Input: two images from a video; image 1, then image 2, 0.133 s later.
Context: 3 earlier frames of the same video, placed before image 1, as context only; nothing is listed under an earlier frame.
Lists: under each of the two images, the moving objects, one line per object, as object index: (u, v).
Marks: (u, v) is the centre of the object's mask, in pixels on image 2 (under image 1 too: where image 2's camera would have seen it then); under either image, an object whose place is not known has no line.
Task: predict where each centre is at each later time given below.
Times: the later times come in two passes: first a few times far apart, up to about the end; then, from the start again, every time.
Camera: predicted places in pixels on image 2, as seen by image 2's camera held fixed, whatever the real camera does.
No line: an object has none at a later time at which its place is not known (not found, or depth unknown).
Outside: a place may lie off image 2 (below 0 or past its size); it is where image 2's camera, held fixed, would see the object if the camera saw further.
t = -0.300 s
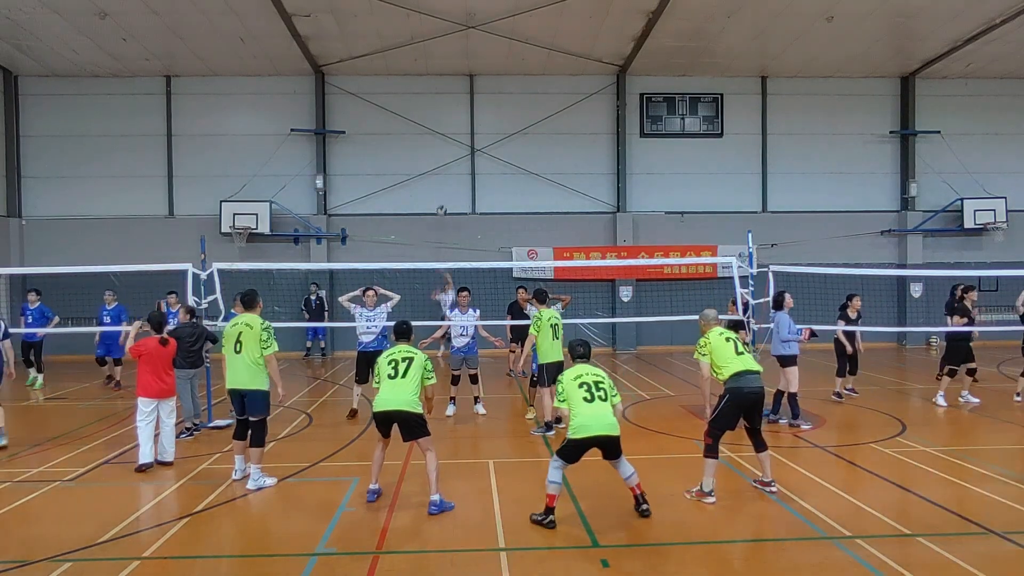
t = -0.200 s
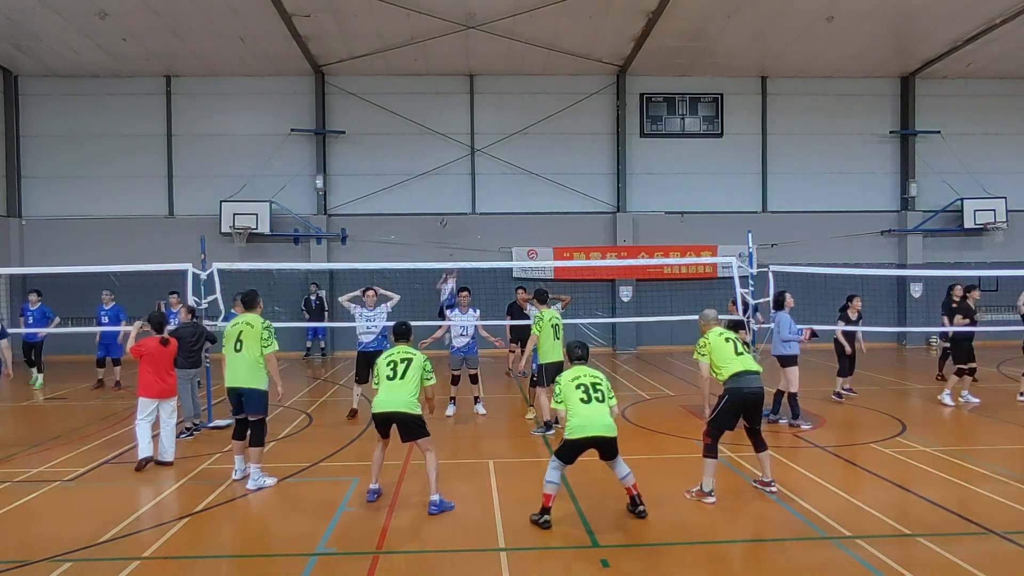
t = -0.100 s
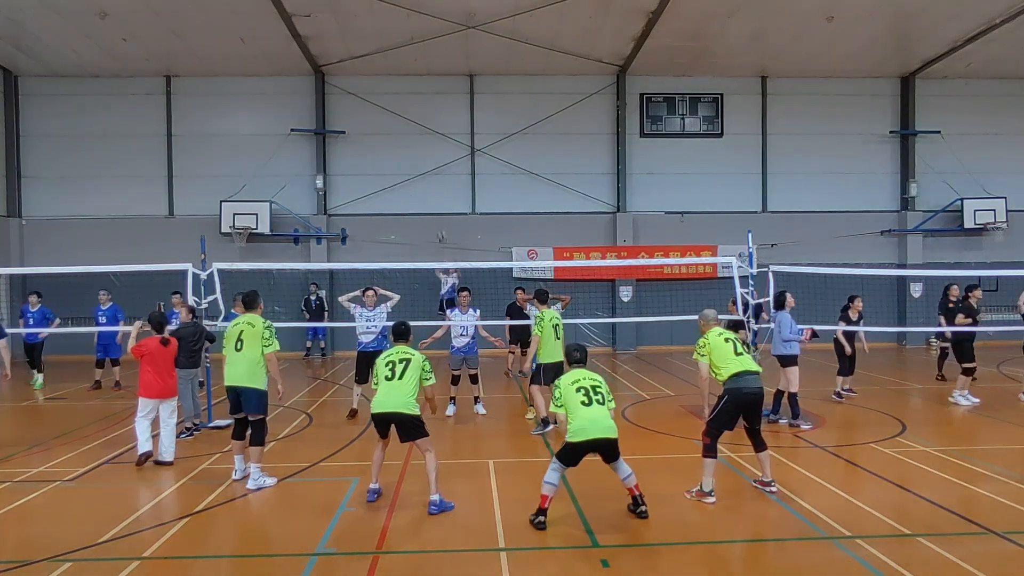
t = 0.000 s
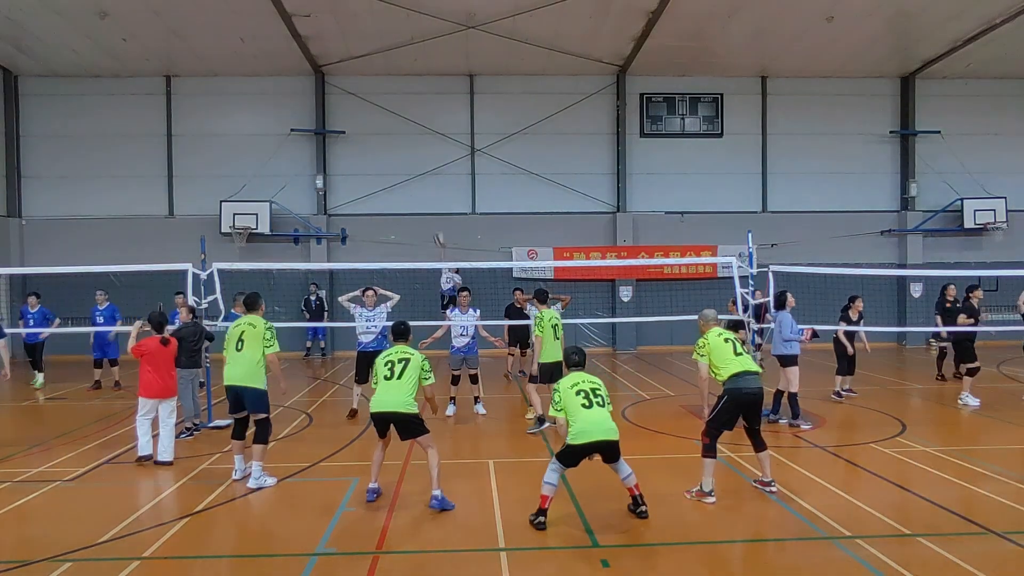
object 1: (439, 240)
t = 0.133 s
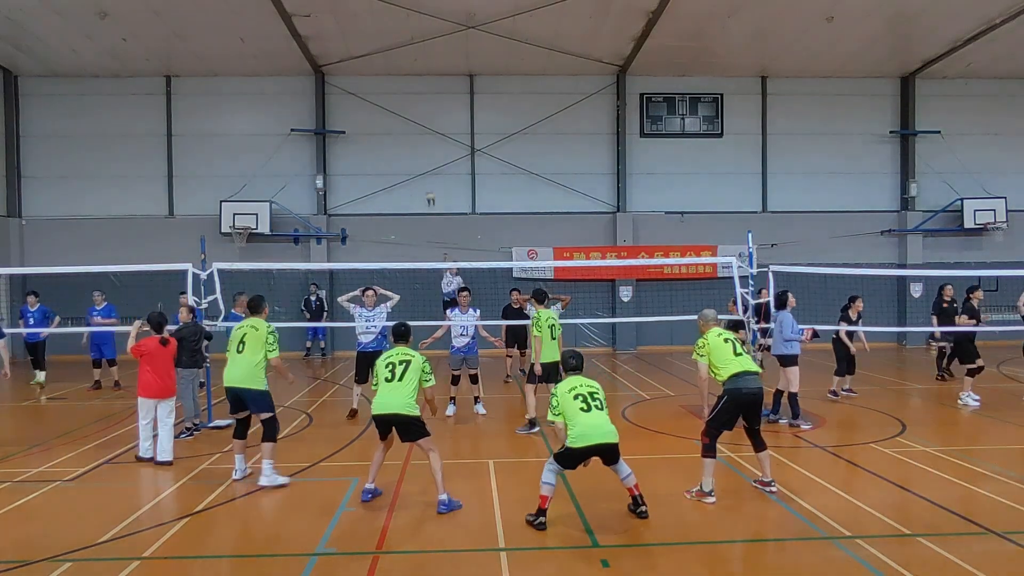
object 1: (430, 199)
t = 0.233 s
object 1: (424, 177)
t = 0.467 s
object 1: (412, 155)
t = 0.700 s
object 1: (394, 191)
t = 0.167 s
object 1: (428, 191)
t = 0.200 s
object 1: (426, 183)
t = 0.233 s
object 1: (424, 177)
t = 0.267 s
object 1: (423, 171)
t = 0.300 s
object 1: (421, 165)
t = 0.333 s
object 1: (419, 162)
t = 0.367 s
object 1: (418, 158)
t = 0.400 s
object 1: (416, 156)
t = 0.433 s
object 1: (414, 155)
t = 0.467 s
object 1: (412, 155)
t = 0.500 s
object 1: (410, 157)
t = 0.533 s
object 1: (407, 159)
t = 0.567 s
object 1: (405, 162)
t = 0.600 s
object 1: (403, 167)
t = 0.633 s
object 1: (400, 172)
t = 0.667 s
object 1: (397, 181)
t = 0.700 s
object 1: (394, 191)
